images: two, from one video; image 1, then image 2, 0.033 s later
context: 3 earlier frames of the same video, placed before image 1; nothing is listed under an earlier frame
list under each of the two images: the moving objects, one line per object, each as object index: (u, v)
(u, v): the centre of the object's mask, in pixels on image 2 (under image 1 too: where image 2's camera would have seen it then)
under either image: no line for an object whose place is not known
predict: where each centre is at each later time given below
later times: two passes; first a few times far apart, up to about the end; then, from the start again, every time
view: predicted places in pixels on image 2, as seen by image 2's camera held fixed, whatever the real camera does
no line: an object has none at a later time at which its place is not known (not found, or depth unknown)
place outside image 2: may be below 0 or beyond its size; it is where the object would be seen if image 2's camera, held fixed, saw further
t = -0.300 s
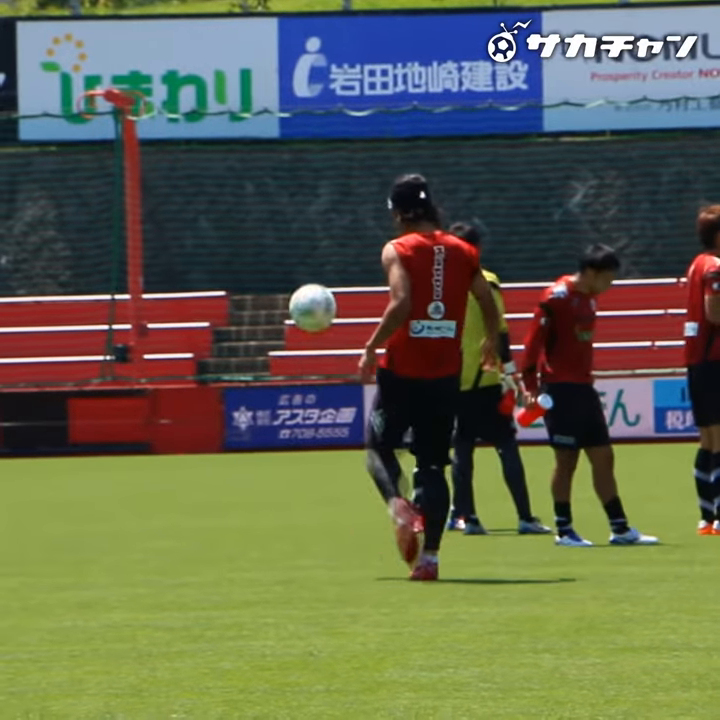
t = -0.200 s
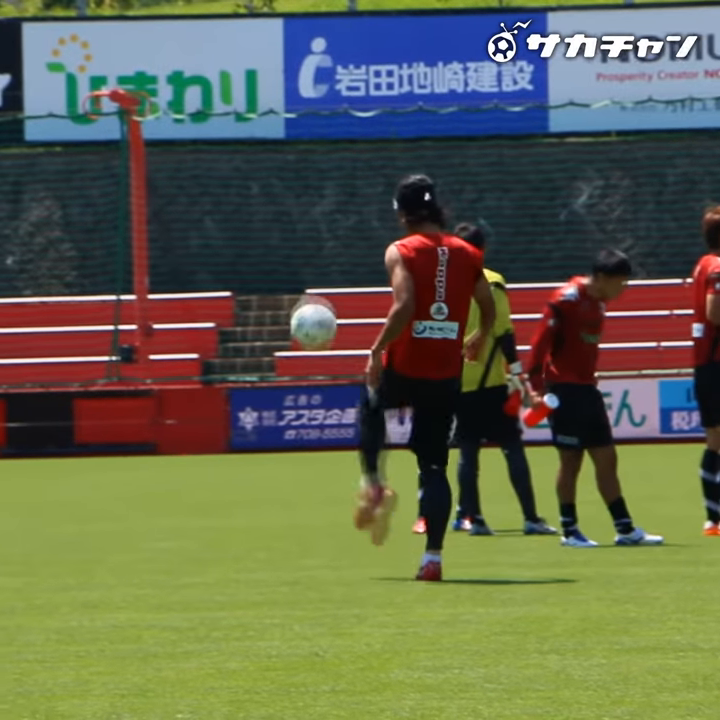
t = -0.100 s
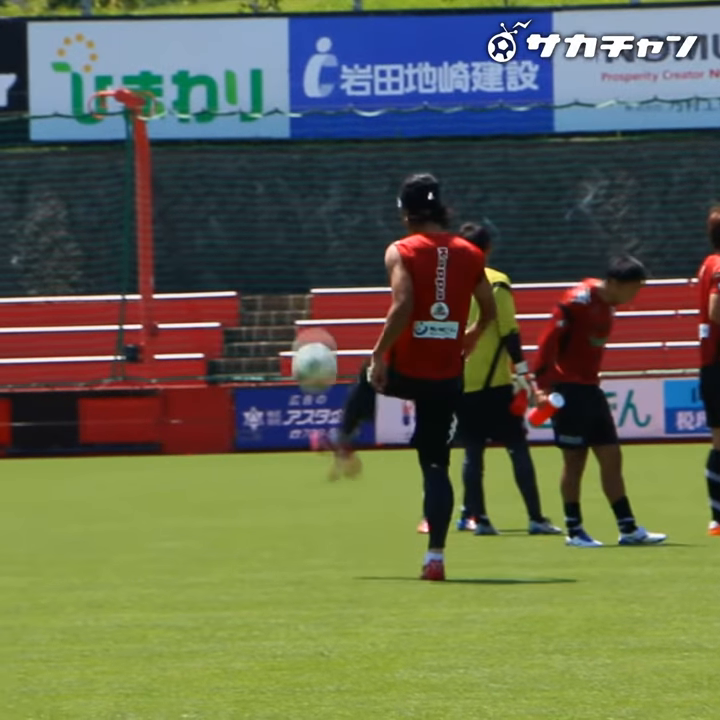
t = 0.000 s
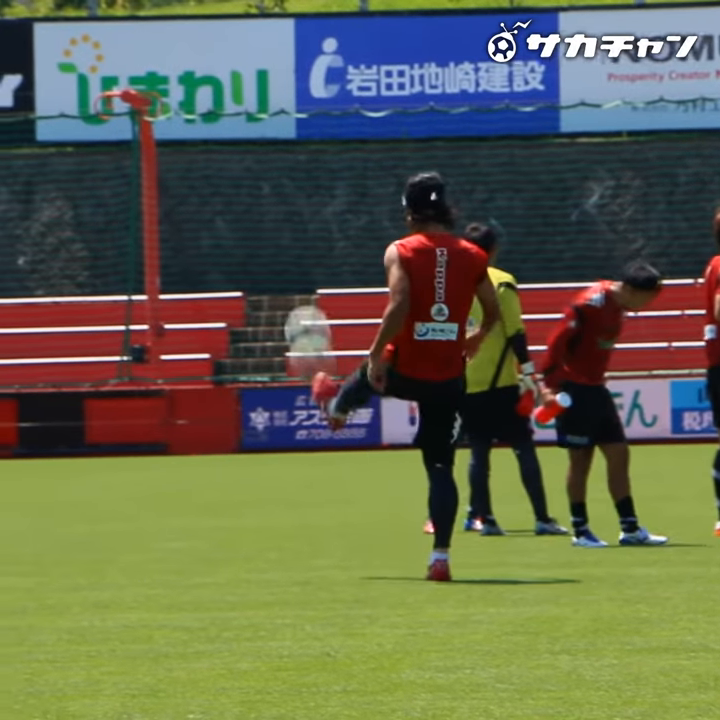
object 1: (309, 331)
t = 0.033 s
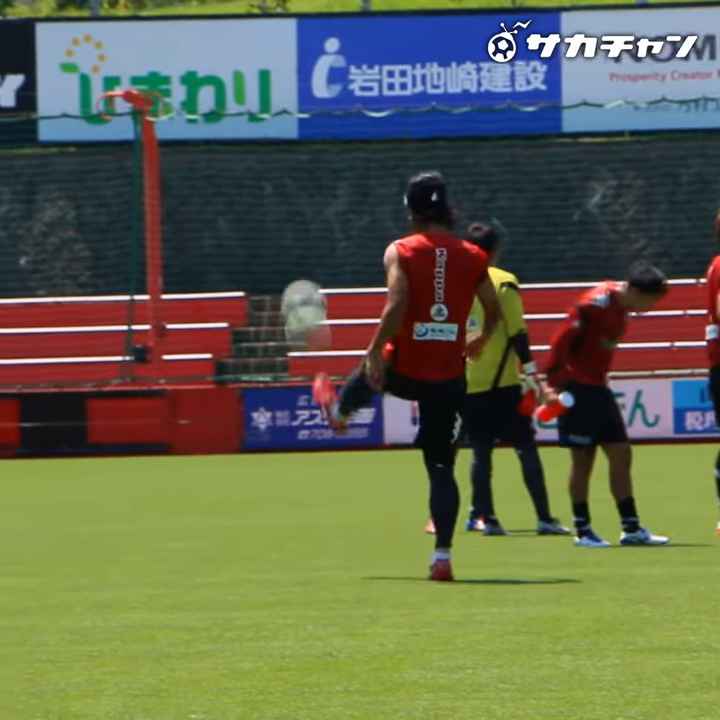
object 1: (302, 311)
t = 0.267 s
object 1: (265, 189)
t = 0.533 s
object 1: (223, 172)
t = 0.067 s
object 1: (298, 291)
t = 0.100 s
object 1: (293, 266)
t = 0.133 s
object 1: (288, 251)
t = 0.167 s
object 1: (282, 232)
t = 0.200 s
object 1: (276, 216)
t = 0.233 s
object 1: (271, 201)
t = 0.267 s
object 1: (265, 189)
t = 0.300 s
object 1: (260, 180)
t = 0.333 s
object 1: (254, 171)
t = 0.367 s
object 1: (249, 166)
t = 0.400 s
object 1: (243, 163)
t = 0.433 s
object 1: (239, 161)
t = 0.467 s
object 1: (233, 163)
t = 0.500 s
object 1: (229, 165)
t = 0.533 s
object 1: (223, 172)
